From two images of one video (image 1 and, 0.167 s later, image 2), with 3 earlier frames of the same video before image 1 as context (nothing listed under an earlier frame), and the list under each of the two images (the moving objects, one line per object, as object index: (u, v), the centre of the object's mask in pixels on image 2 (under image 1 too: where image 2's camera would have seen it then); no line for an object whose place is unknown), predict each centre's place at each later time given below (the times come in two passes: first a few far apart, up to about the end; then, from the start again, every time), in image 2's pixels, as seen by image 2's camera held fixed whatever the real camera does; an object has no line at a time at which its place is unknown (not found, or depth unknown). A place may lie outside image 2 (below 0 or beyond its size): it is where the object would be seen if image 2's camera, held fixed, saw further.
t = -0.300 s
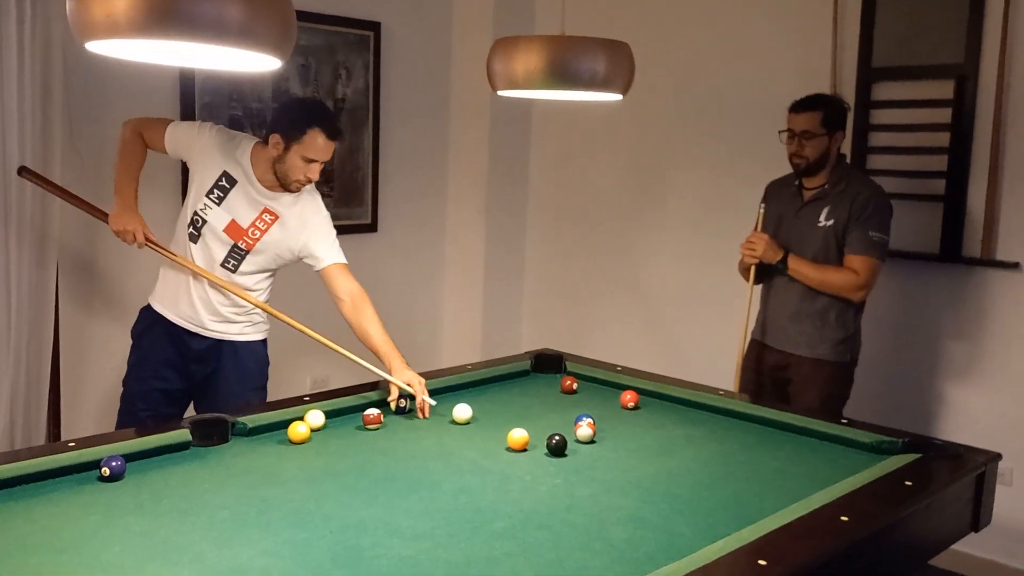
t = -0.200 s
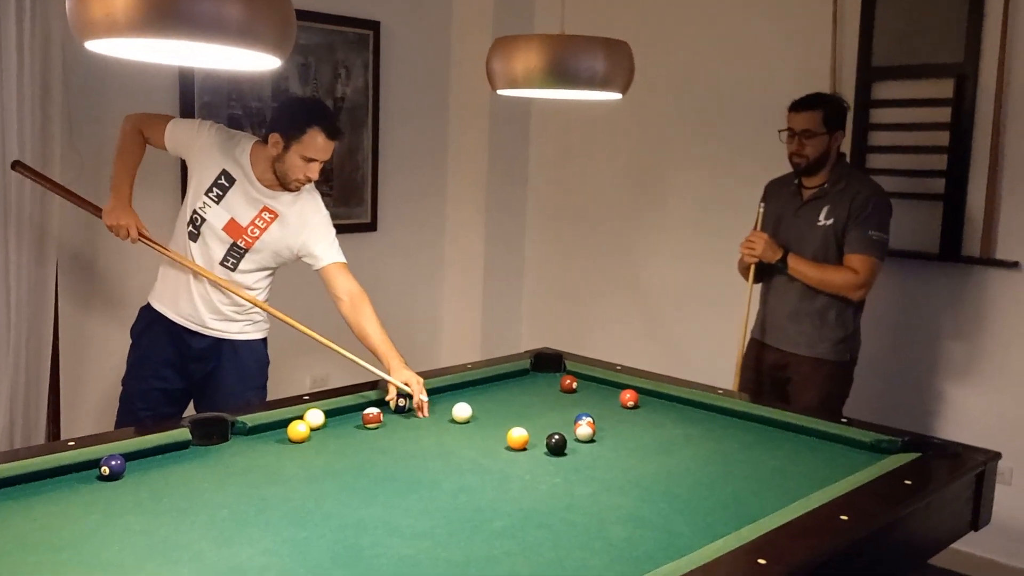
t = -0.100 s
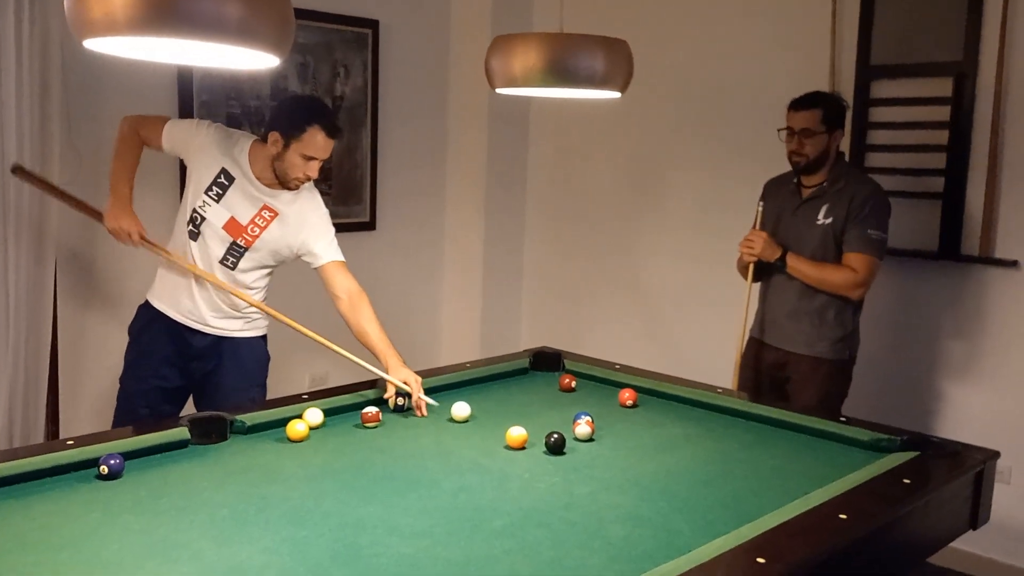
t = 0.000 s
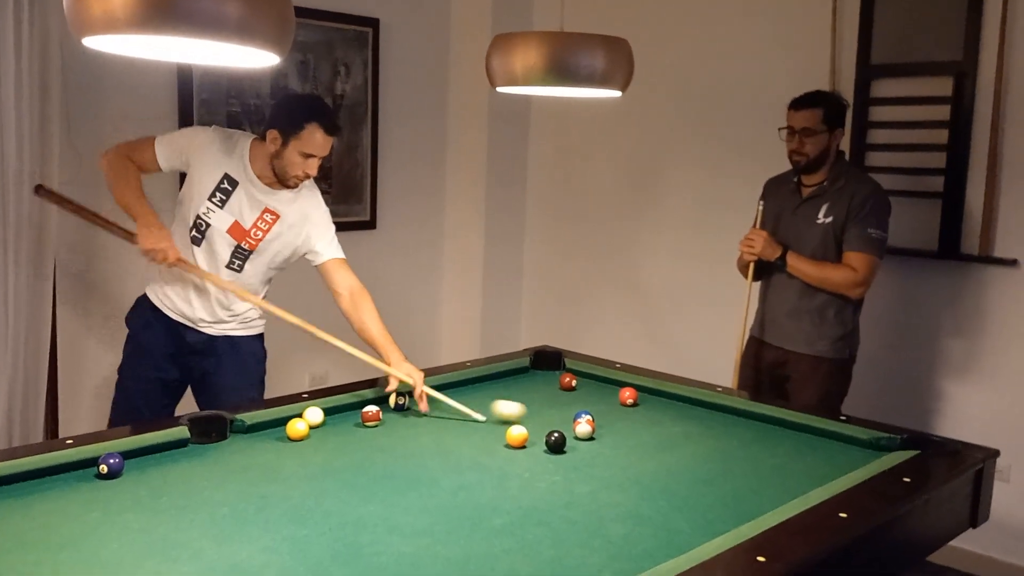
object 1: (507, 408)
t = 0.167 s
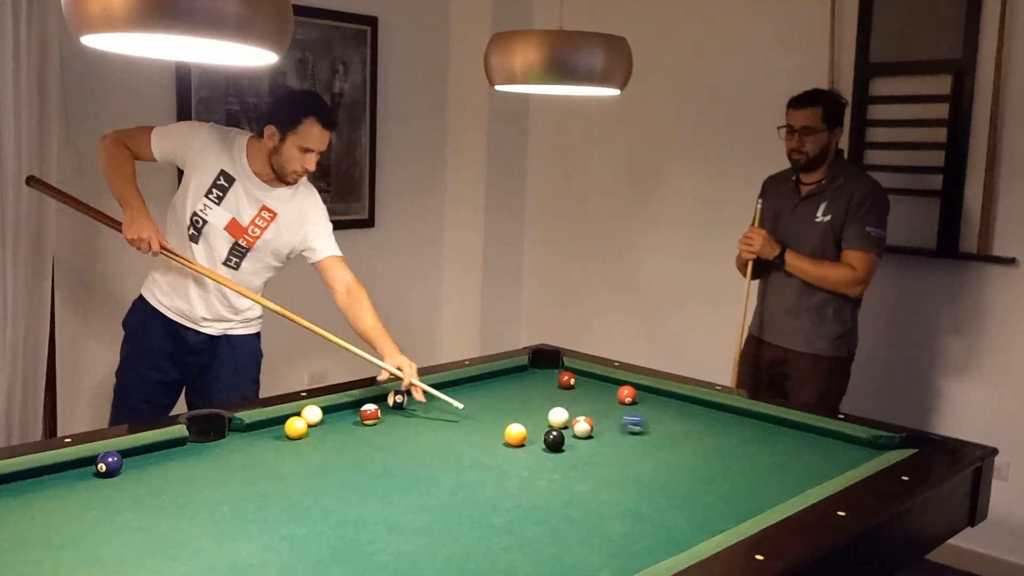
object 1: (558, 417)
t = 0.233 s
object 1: (555, 417)
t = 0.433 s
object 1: (546, 418)
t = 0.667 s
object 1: (538, 418)
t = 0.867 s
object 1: (533, 418)
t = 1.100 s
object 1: (529, 418)
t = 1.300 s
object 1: (527, 418)
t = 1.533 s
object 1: (526, 417)
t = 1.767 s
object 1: (526, 417)
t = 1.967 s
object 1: (526, 418)
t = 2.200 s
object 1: (526, 418)
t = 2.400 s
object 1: (526, 417)
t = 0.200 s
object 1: (556, 417)
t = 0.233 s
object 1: (555, 417)
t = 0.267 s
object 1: (554, 417)
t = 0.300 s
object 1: (552, 418)
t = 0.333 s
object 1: (550, 418)
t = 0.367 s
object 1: (549, 418)
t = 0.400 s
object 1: (547, 418)
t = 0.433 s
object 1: (546, 418)
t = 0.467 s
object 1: (545, 418)
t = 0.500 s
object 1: (544, 418)
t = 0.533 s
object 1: (542, 418)
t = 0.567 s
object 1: (541, 418)
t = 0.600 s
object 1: (540, 418)
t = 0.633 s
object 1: (539, 418)
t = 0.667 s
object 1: (538, 418)
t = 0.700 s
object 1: (537, 418)
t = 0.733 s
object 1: (536, 418)
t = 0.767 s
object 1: (535, 418)
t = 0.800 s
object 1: (534, 418)
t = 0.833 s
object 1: (534, 418)
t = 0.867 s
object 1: (533, 418)
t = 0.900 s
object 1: (532, 418)
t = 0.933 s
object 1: (531, 418)
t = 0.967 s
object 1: (531, 418)
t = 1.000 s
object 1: (530, 418)
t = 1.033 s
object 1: (530, 418)
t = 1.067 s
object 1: (530, 418)
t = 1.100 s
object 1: (529, 418)
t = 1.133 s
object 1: (529, 418)
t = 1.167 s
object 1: (528, 418)
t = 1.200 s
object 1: (528, 418)
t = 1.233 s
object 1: (528, 418)
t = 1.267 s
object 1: (527, 418)
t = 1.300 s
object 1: (527, 418)
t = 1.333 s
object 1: (527, 418)
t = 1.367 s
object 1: (526, 417)
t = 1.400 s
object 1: (526, 418)
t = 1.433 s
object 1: (526, 417)
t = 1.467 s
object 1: (526, 417)
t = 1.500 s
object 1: (526, 417)
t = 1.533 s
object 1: (526, 417)
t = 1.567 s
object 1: (526, 417)
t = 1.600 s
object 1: (526, 417)
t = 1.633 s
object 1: (526, 417)
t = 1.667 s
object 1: (526, 417)
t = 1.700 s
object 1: (526, 417)
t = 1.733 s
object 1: (526, 417)
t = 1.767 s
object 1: (526, 417)
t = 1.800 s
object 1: (526, 417)
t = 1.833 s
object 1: (526, 417)
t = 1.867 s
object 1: (526, 417)
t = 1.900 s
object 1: (526, 417)
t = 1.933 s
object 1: (526, 418)
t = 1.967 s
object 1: (526, 418)
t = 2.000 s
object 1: (526, 418)
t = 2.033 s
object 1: (526, 418)
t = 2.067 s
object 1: (526, 417)
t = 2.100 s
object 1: (526, 418)
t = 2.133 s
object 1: (526, 418)
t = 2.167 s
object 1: (526, 418)
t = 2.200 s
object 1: (526, 418)
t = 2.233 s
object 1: (526, 417)
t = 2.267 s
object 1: (526, 418)
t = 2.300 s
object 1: (526, 418)
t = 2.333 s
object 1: (526, 417)
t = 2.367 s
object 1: (526, 417)
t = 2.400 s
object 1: (526, 417)
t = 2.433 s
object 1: (526, 418)
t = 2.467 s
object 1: (526, 417)
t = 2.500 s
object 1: (527, 418)
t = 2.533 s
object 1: (527, 417)
